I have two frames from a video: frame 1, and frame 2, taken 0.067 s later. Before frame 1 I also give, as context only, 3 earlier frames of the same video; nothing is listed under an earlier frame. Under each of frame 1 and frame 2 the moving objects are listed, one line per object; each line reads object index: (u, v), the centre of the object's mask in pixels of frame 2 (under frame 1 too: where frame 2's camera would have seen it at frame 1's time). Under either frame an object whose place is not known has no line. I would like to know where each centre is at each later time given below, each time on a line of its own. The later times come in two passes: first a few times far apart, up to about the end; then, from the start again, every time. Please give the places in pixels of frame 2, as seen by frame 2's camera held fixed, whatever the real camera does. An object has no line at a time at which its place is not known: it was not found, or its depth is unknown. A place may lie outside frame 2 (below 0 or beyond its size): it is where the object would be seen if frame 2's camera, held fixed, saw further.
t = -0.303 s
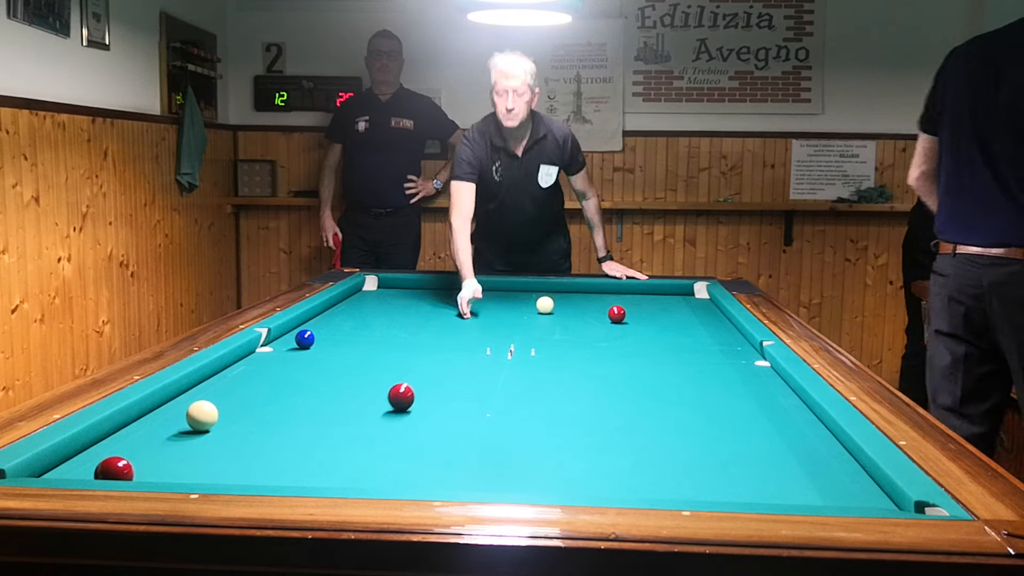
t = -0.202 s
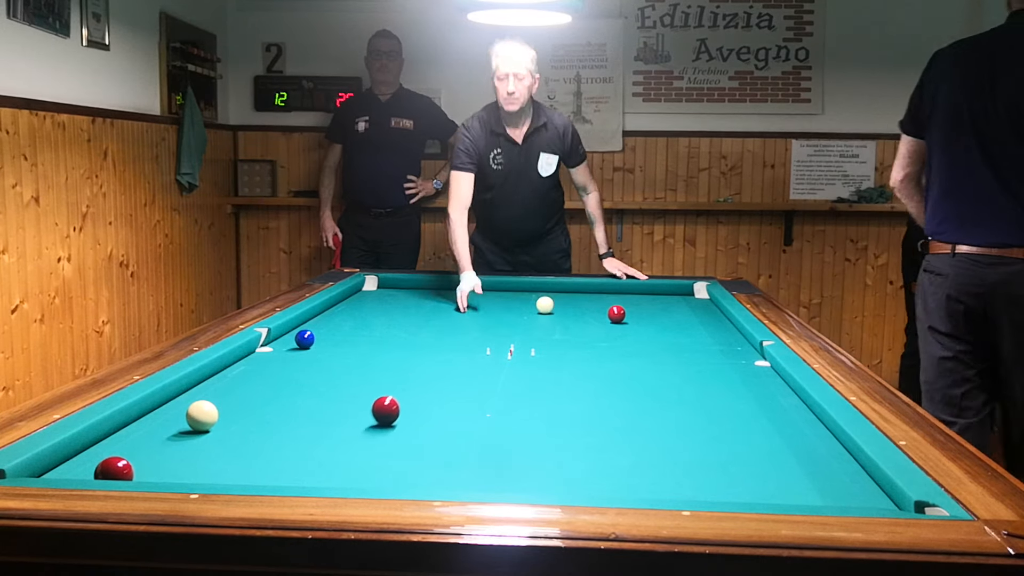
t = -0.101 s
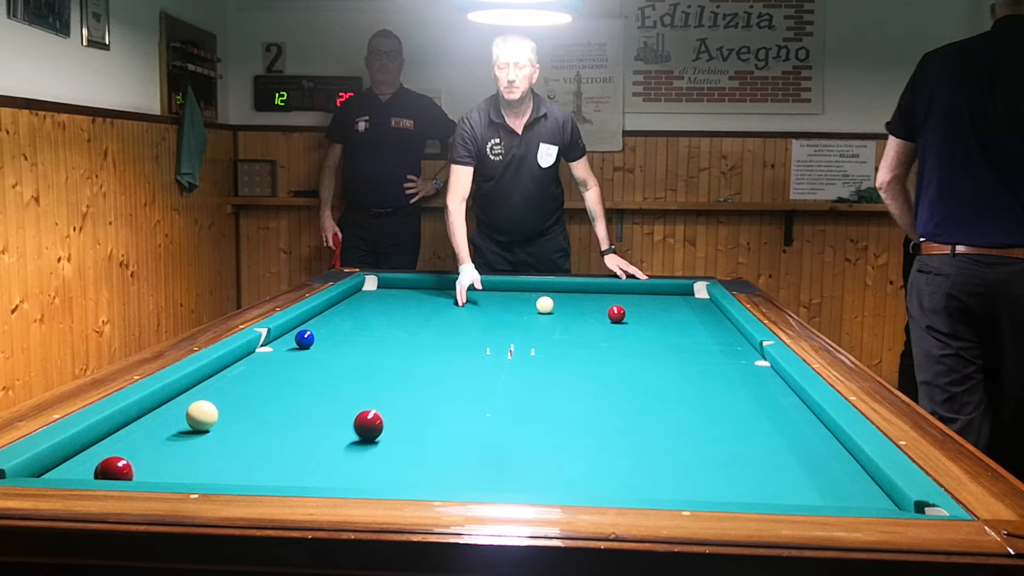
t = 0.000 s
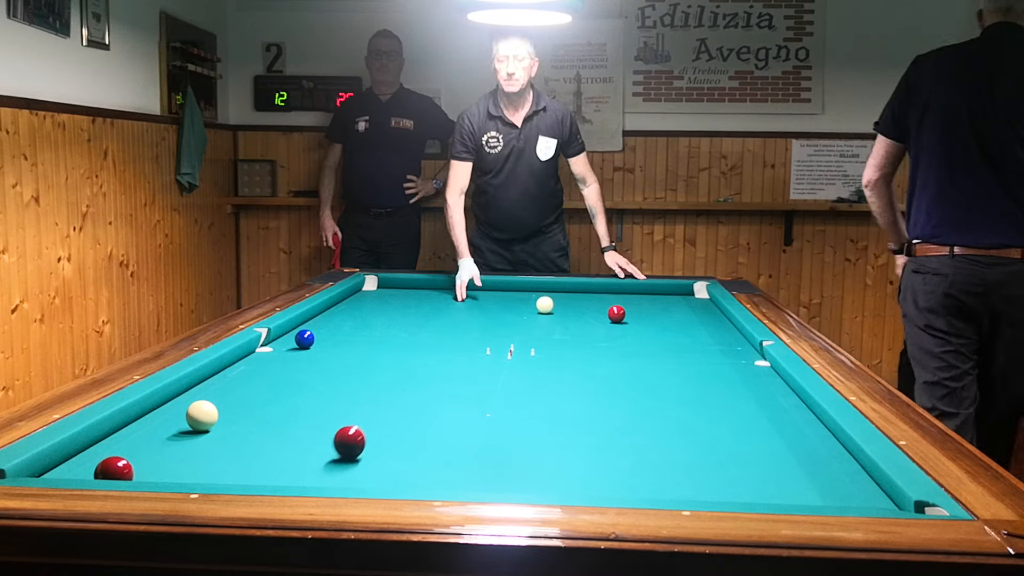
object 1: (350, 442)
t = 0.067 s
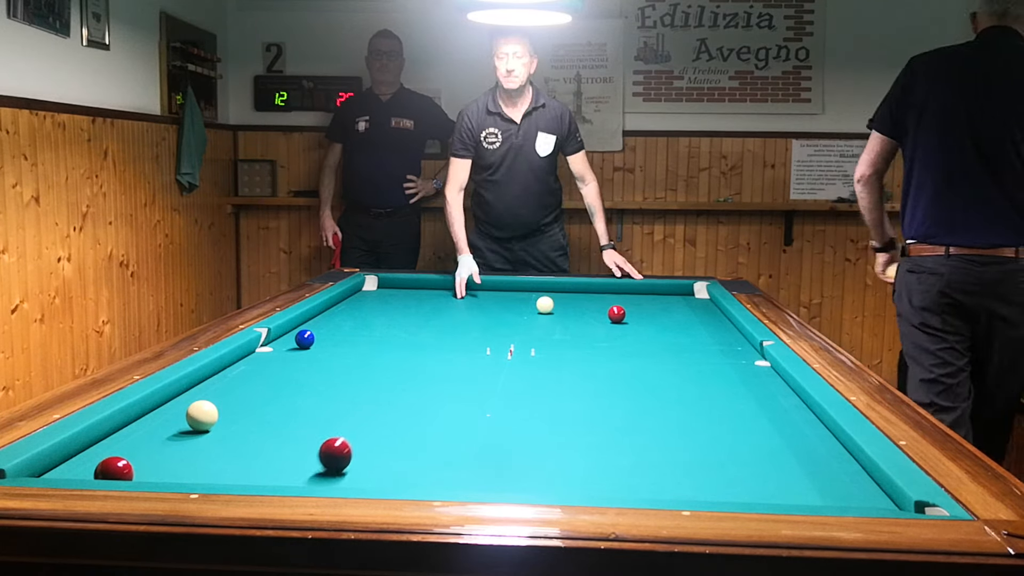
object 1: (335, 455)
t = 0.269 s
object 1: (287, 482)
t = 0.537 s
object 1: (315, 455)
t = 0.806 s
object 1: (333, 427)
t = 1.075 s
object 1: (348, 405)
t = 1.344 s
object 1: (360, 386)
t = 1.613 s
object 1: (370, 370)
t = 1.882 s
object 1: (379, 357)
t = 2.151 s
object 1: (386, 345)
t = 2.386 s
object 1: (391, 336)
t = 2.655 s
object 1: (397, 327)
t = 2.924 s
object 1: (402, 319)
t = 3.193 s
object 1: (407, 312)
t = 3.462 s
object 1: (412, 306)
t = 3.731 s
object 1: (417, 300)
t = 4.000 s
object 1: (420, 295)
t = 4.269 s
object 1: (424, 290)
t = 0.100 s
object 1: (328, 461)
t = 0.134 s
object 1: (320, 468)
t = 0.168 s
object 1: (312, 473)
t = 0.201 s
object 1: (303, 476)
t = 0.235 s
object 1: (294, 480)
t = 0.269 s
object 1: (287, 482)
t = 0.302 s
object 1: (291, 480)
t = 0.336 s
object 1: (296, 477)
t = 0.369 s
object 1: (300, 474)
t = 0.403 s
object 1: (303, 471)
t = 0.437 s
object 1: (307, 467)
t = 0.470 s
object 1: (310, 463)
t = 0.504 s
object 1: (313, 459)
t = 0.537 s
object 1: (315, 455)
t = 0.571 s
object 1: (318, 451)
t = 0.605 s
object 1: (320, 448)
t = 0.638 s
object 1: (322, 444)
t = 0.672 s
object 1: (325, 440)
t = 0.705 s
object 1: (327, 437)
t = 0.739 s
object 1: (329, 434)
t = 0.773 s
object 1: (331, 431)
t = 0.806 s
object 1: (333, 427)
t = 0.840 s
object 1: (335, 424)
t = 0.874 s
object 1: (337, 421)
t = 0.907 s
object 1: (339, 418)
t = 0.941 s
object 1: (341, 416)
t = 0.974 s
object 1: (343, 413)
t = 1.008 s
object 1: (344, 410)
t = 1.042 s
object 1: (346, 407)
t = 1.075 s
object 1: (348, 405)
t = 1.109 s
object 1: (350, 402)
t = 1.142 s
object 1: (351, 400)
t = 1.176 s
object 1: (353, 397)
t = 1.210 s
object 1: (354, 395)
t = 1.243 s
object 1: (356, 393)
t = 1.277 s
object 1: (357, 390)
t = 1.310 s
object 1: (359, 388)
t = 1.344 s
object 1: (360, 386)
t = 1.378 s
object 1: (361, 384)
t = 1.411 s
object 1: (362, 382)
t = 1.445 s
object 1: (364, 380)
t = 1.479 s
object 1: (365, 378)
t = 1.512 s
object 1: (366, 376)
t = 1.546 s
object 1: (368, 374)
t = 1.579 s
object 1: (369, 372)
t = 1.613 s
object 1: (370, 370)
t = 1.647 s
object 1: (371, 368)
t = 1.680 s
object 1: (372, 367)
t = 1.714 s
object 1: (373, 365)
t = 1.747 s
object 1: (374, 363)
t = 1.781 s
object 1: (376, 362)
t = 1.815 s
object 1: (377, 360)
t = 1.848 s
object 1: (378, 358)
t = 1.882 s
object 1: (379, 357)
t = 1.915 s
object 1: (380, 355)
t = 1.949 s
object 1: (381, 354)
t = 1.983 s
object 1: (382, 352)
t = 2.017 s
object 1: (382, 351)
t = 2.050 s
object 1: (383, 349)
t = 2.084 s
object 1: (384, 348)
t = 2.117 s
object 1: (385, 347)
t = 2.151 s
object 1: (386, 345)
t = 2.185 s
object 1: (387, 344)
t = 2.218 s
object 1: (388, 342)
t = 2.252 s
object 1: (389, 341)
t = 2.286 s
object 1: (389, 340)
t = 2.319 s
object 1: (390, 339)
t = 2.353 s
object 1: (391, 337)
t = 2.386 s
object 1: (391, 336)
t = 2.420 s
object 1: (392, 335)
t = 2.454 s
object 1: (393, 334)
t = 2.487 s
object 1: (394, 333)
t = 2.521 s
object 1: (394, 331)
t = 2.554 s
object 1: (395, 330)
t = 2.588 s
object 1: (396, 329)
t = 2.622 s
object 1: (396, 328)
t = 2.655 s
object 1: (397, 327)
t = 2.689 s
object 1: (398, 326)
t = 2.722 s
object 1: (399, 325)
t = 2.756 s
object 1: (399, 324)
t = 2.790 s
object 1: (400, 323)
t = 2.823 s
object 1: (400, 322)
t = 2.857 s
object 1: (401, 321)
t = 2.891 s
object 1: (402, 320)
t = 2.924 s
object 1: (402, 319)
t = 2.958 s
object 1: (403, 318)
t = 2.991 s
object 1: (404, 317)
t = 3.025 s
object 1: (404, 316)
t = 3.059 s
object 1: (405, 316)
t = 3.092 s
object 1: (406, 315)
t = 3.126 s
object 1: (406, 314)
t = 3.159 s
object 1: (407, 313)
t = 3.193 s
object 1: (407, 312)
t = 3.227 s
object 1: (408, 311)
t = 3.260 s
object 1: (409, 310)
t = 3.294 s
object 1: (409, 310)
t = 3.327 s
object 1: (410, 309)
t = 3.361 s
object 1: (410, 308)
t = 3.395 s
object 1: (411, 307)
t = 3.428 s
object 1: (411, 306)
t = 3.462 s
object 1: (412, 306)
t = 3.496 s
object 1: (413, 305)
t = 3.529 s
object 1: (413, 304)
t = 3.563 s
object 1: (414, 303)
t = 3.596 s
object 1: (414, 303)
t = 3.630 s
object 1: (415, 302)
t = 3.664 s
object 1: (415, 301)
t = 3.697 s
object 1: (416, 301)
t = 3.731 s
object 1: (417, 300)
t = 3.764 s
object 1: (417, 299)
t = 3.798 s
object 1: (418, 299)
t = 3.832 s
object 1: (418, 298)
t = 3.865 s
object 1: (419, 297)
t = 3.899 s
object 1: (419, 297)
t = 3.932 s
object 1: (420, 296)
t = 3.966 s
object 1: (420, 295)
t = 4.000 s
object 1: (420, 295)
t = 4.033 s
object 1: (421, 294)
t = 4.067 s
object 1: (421, 294)
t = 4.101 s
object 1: (422, 293)
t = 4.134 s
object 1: (422, 292)
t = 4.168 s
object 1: (423, 292)
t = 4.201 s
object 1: (423, 291)
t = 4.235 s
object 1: (423, 291)
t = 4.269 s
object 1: (424, 290)
